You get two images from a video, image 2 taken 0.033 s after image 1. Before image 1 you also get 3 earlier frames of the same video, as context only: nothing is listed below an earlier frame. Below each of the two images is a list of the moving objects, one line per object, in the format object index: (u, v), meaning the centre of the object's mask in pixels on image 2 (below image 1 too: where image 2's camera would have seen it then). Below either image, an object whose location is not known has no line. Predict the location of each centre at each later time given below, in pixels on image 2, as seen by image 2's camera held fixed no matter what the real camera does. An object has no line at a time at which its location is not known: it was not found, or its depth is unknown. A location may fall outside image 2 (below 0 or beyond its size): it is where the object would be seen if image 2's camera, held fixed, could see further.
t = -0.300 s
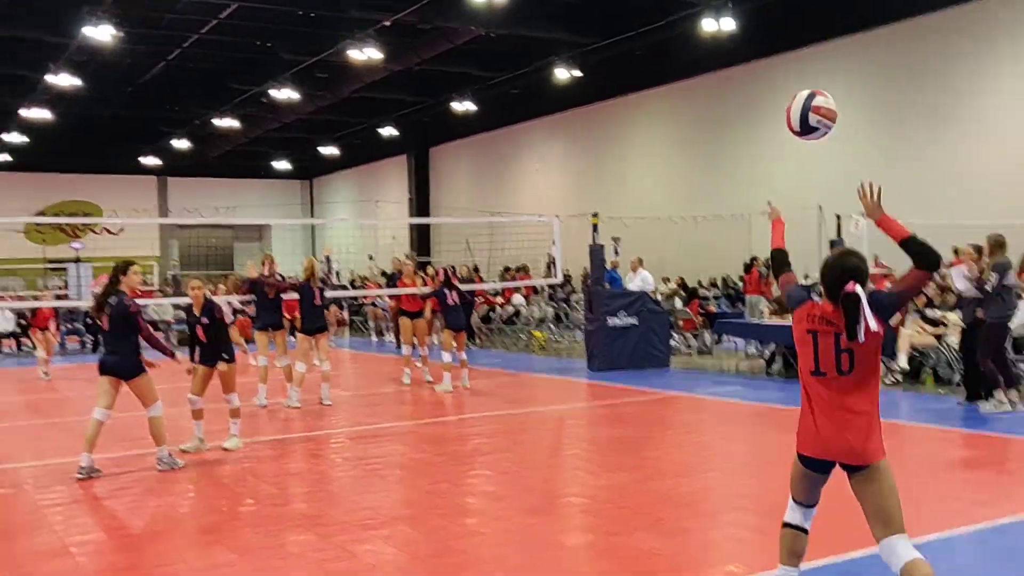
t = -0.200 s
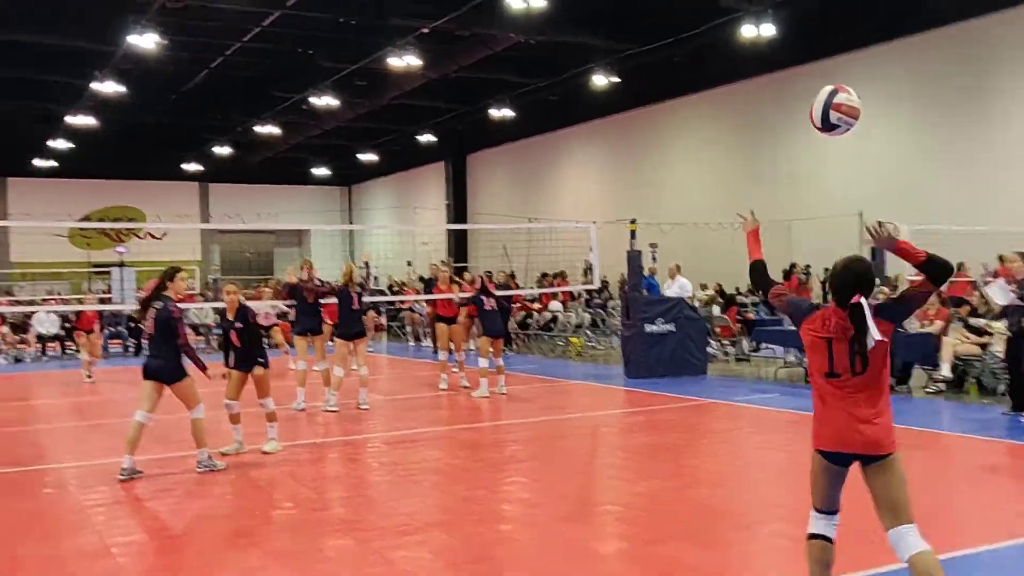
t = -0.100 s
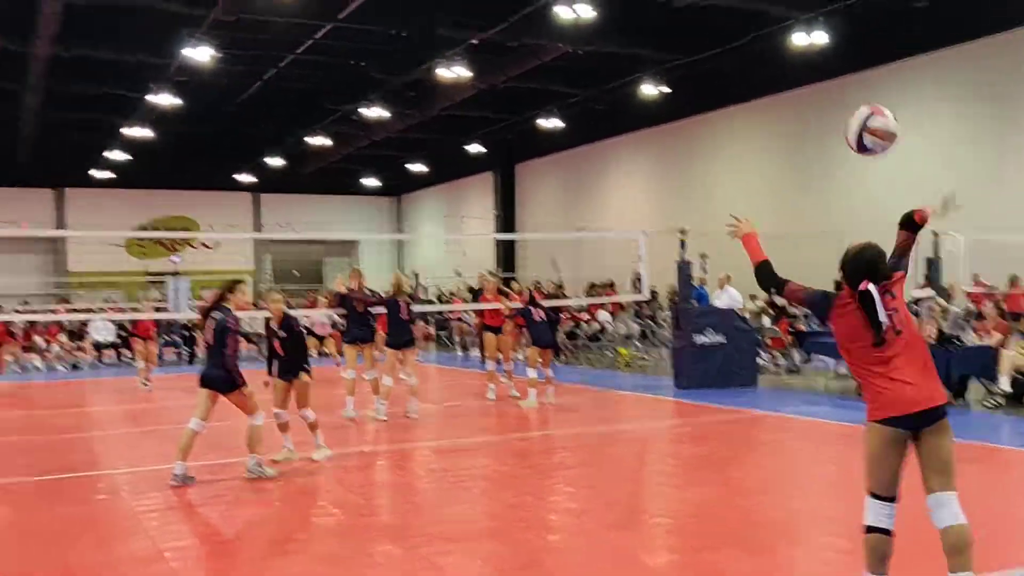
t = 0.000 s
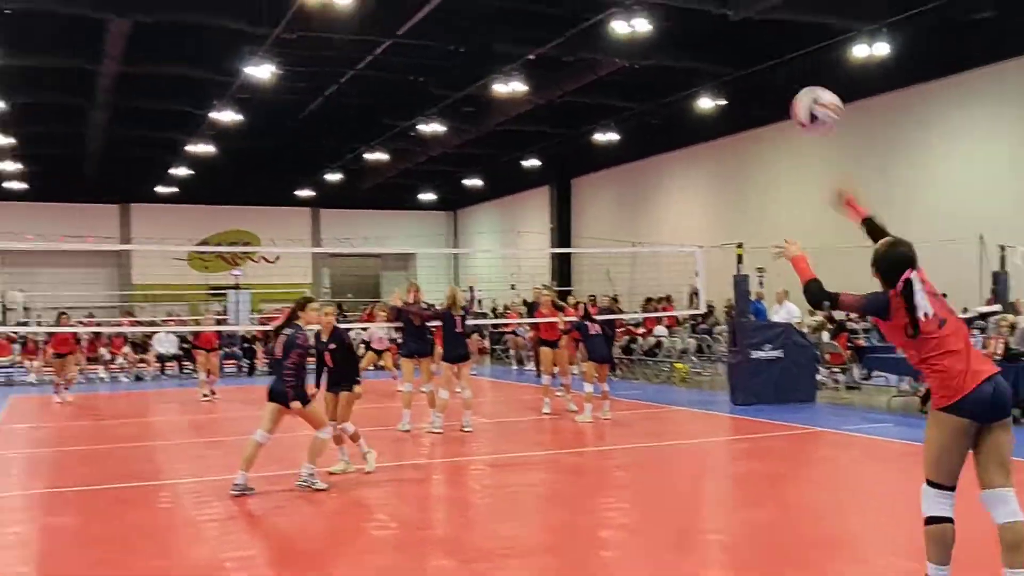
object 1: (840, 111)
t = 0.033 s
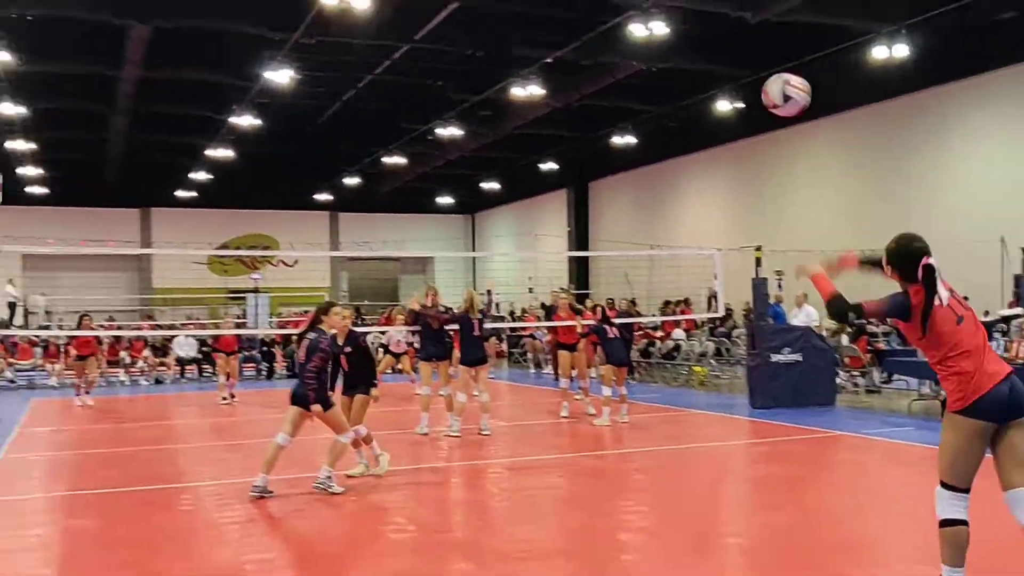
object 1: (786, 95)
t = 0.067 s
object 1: (743, 80)
